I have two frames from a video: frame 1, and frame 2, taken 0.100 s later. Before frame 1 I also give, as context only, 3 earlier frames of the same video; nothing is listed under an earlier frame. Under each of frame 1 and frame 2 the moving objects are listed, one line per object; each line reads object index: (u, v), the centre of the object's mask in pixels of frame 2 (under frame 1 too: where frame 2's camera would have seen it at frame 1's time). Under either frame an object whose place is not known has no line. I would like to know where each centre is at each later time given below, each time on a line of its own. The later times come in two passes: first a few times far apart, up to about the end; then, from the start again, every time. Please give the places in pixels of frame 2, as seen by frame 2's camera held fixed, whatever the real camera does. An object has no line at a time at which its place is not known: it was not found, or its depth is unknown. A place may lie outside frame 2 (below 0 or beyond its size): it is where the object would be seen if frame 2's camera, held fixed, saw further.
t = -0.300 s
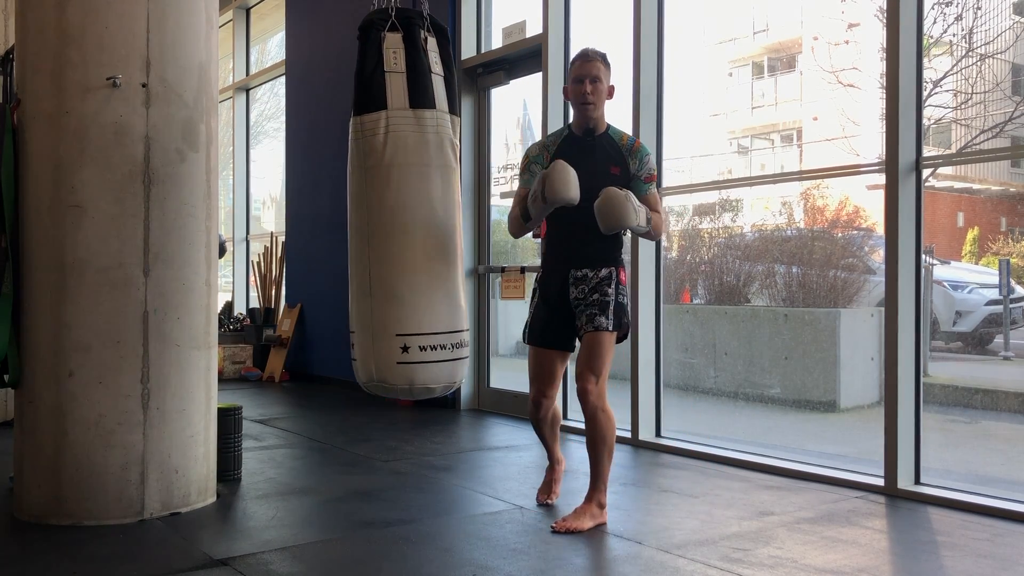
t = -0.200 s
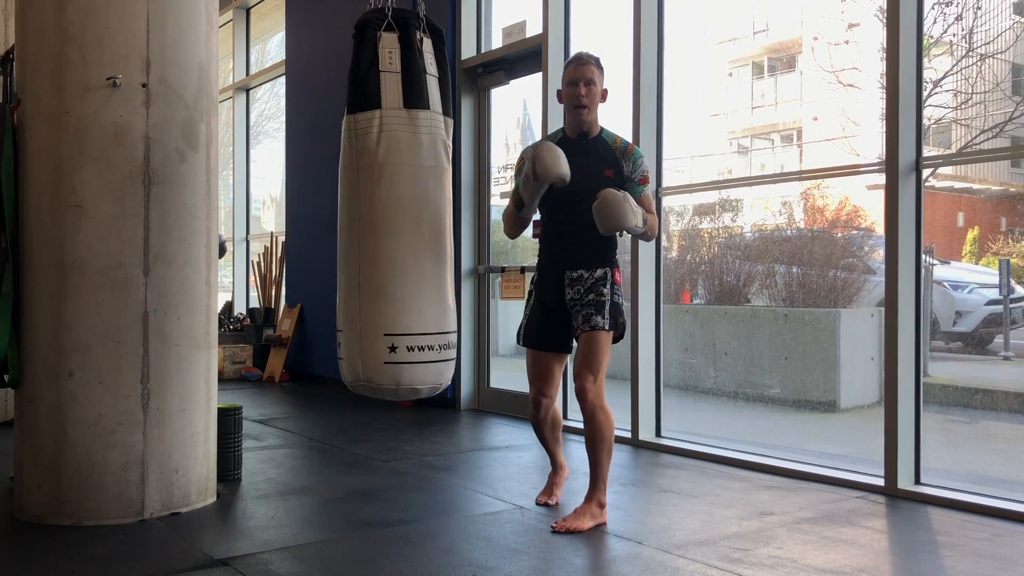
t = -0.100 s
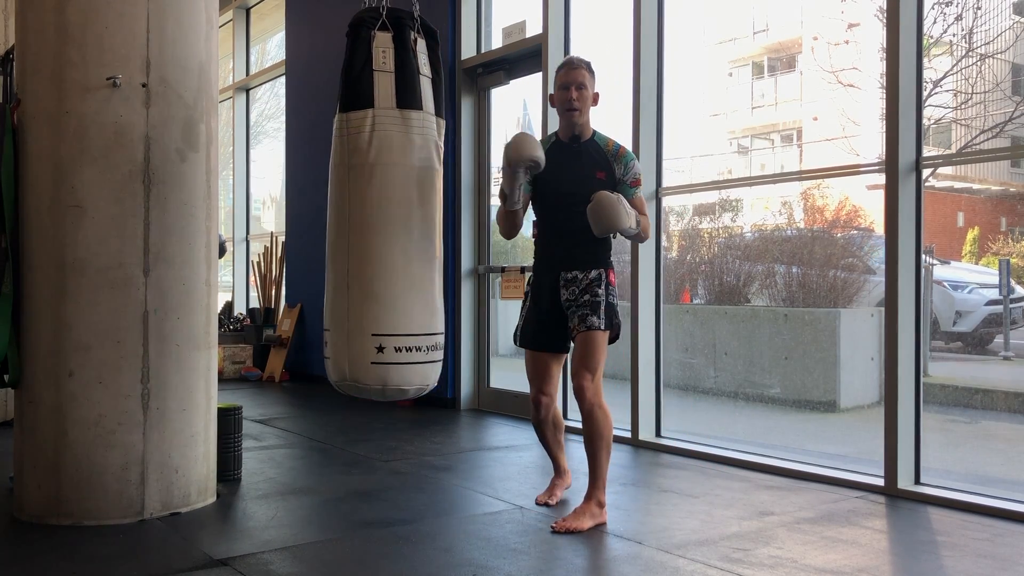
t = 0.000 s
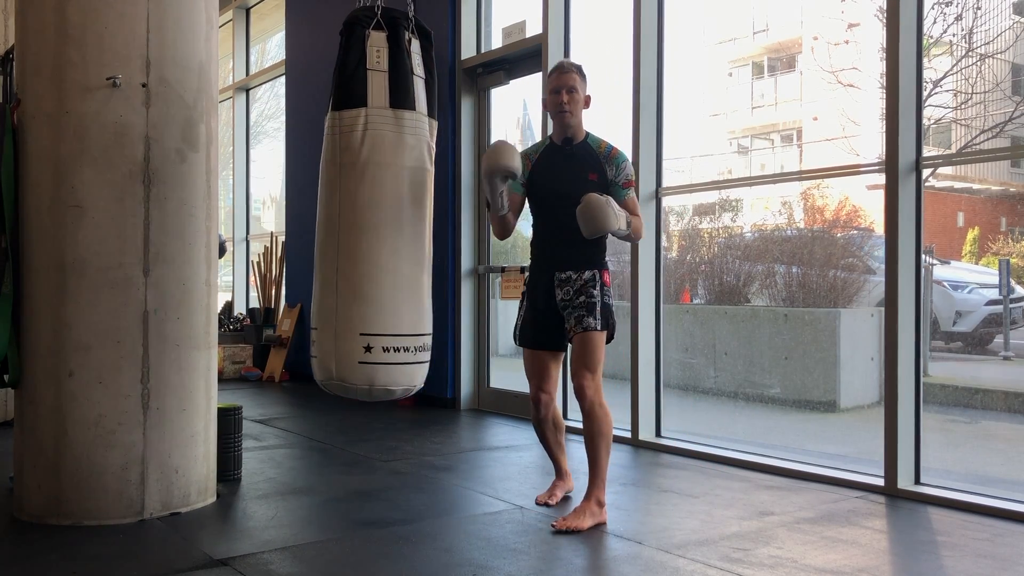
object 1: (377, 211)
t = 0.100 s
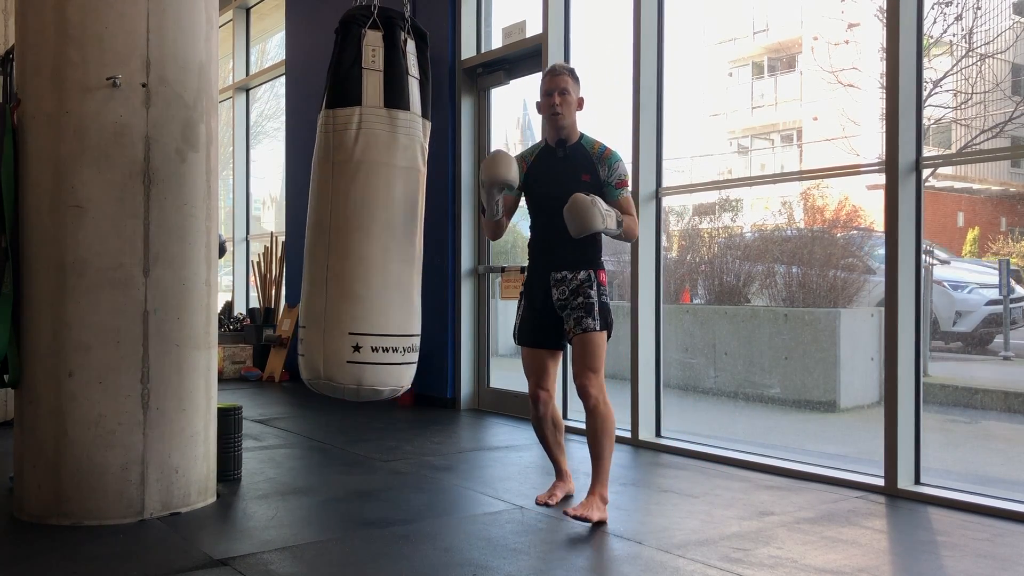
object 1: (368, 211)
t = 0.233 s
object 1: (357, 210)
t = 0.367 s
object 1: (350, 209)
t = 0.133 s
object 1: (365, 211)
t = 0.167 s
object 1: (362, 210)
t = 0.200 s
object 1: (360, 211)
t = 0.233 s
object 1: (357, 210)
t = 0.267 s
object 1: (355, 210)
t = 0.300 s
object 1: (353, 209)
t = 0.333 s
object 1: (352, 209)
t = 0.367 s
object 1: (350, 209)
